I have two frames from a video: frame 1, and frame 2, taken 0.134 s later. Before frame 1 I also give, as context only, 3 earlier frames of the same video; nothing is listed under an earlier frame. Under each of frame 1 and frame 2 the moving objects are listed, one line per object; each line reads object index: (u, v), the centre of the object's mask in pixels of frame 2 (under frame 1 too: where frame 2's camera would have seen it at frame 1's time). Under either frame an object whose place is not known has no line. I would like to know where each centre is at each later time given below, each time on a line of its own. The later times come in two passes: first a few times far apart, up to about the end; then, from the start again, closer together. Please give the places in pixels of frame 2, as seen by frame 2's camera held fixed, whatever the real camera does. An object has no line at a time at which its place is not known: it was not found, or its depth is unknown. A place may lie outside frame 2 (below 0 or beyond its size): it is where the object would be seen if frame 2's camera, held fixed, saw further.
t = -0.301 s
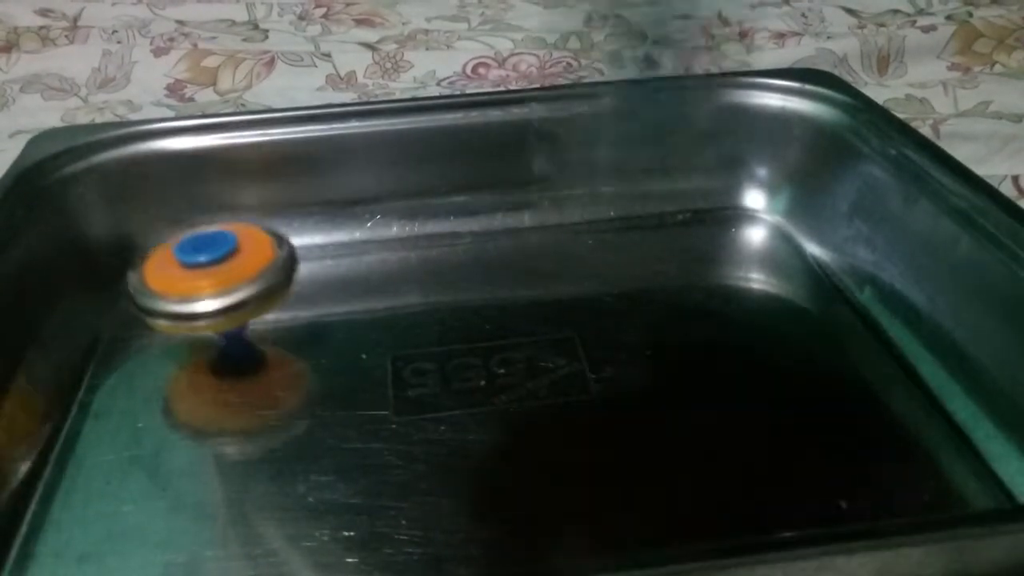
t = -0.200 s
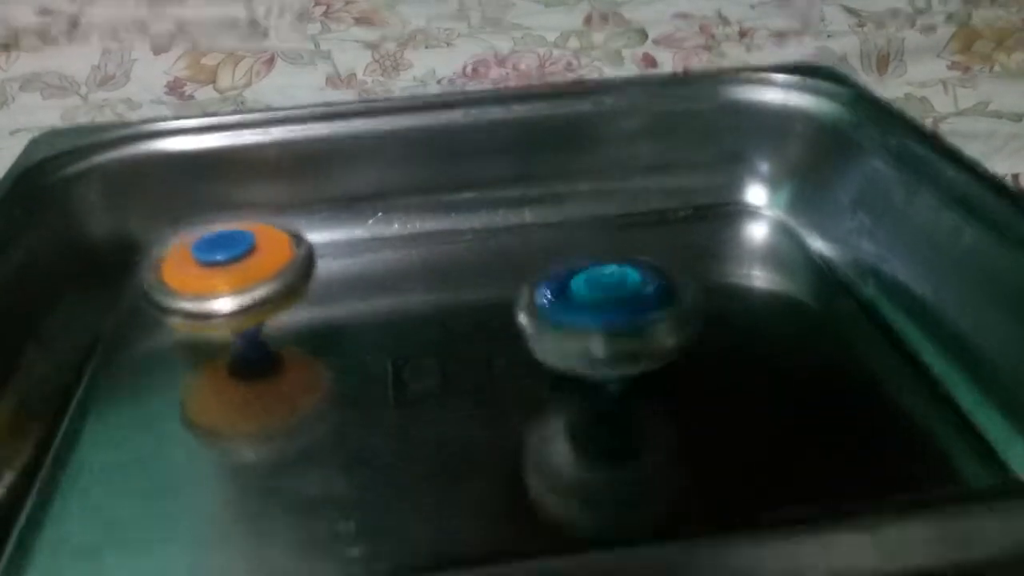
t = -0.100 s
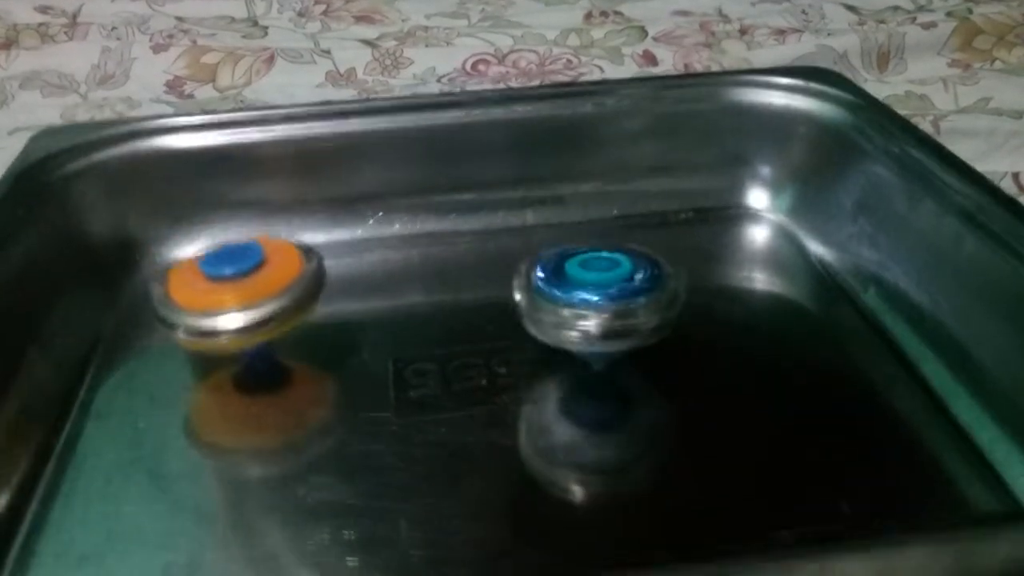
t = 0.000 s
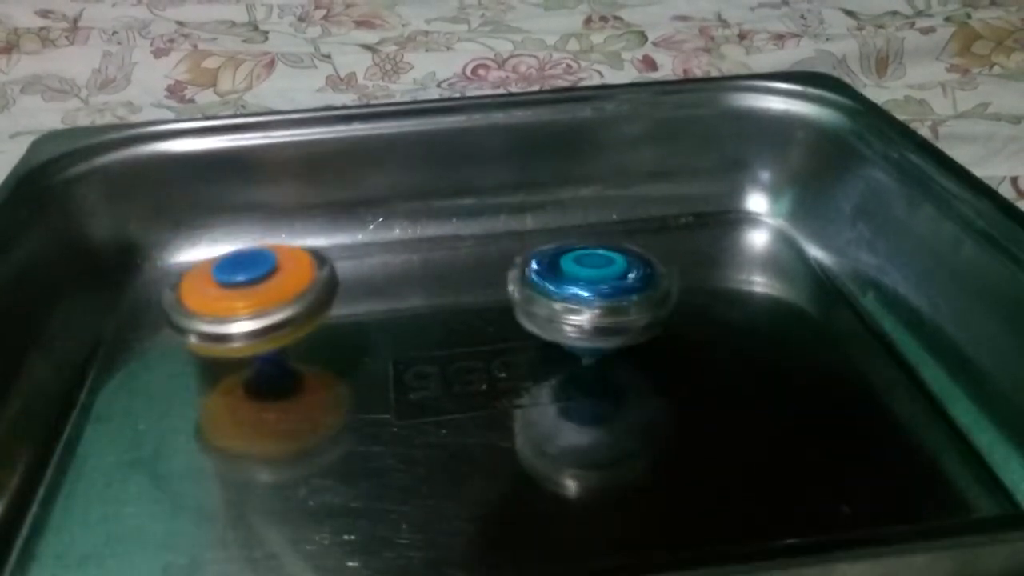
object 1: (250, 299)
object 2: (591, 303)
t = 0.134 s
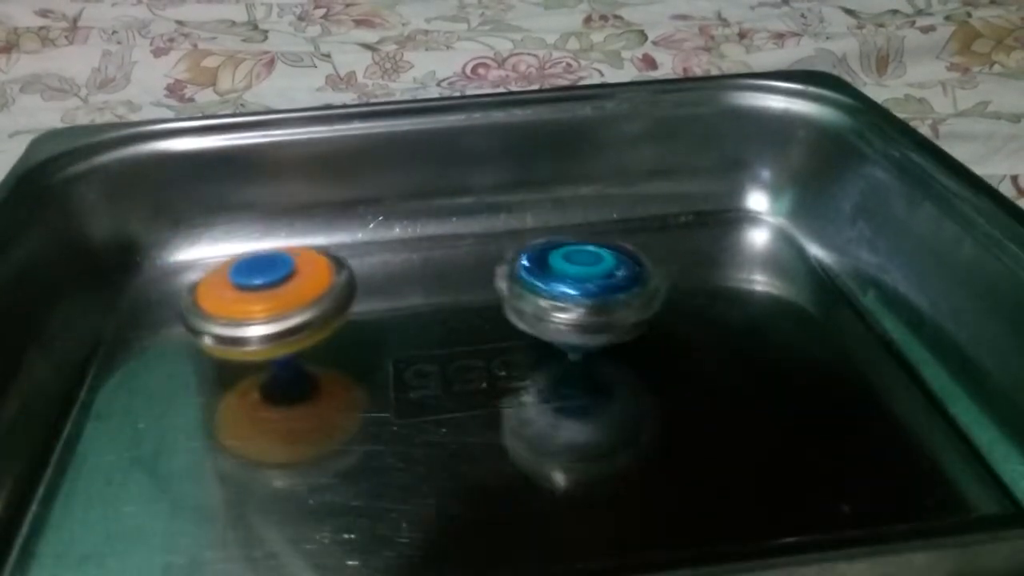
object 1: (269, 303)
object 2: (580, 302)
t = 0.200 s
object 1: (277, 305)
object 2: (569, 296)
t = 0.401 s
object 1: (303, 307)
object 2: (544, 278)
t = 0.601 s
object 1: (315, 313)
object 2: (537, 256)
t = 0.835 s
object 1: (316, 307)
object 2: (549, 233)
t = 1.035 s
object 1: (322, 293)
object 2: (573, 214)
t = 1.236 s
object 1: (329, 276)
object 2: (610, 197)
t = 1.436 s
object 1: (340, 255)
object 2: (659, 189)
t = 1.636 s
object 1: (355, 236)
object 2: (715, 188)
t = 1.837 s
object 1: (381, 216)
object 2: (775, 194)
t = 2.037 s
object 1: (419, 211)
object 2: (725, 200)
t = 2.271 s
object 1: (472, 227)
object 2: (737, 214)
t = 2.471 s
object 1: (517, 232)
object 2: (738, 222)
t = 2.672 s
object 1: (557, 236)
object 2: (732, 227)
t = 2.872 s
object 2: (705, 238)
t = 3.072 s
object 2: (520, 256)
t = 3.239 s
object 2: (469, 248)
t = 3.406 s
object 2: (437, 230)
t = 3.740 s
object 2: (412, 213)
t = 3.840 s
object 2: (414, 215)
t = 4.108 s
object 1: (146, 252)
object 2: (594, 199)
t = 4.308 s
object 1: (322, 277)
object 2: (769, 198)
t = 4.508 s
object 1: (410, 290)
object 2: (673, 200)
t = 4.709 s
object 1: (481, 304)
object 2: (680, 210)
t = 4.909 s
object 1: (536, 315)
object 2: (679, 224)
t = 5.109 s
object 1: (573, 333)
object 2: (667, 233)
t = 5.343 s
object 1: (589, 355)
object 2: (645, 237)
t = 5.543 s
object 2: (628, 234)
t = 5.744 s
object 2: (613, 225)
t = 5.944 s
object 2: (607, 214)
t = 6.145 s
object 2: (613, 200)
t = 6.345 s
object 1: (623, 419)
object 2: (638, 190)
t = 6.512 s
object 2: (674, 201)
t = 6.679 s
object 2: (707, 204)
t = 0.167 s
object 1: (272, 304)
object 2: (575, 298)
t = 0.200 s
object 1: (277, 305)
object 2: (569, 296)
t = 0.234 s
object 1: (281, 305)
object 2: (564, 293)
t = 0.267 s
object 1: (286, 305)
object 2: (559, 289)
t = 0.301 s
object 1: (290, 306)
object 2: (554, 287)
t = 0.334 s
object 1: (295, 306)
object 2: (550, 283)
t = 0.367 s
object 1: (299, 307)
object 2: (546, 280)
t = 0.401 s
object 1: (303, 307)
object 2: (544, 278)
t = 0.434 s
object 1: (307, 308)
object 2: (543, 275)
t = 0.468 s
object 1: (310, 309)
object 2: (541, 271)
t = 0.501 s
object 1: (312, 310)
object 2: (539, 267)
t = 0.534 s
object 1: (314, 312)
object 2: (538, 265)
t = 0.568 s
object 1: (314, 312)
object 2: (537, 260)
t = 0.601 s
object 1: (315, 313)
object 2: (537, 256)
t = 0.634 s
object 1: (315, 313)
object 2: (538, 253)
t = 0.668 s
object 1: (314, 313)
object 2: (539, 250)
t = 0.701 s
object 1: (314, 312)
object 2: (541, 245)
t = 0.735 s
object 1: (315, 311)
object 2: (542, 242)
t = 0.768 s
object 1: (315, 310)
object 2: (544, 239)
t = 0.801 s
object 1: (315, 309)
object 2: (546, 238)
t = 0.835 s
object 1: (316, 307)
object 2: (549, 233)
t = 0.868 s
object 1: (317, 306)
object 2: (553, 232)
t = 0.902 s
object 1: (317, 303)
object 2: (556, 230)
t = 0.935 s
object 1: (318, 301)
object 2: (560, 226)
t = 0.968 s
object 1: (319, 298)
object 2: (566, 225)
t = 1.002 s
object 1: (321, 296)
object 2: (570, 220)
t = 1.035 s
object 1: (322, 293)
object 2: (573, 214)
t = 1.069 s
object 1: (324, 290)
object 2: (578, 212)
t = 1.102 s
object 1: (325, 288)
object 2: (584, 209)
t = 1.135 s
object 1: (325, 285)
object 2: (591, 207)
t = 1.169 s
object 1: (327, 282)
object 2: (598, 203)
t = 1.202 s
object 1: (328, 279)
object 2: (604, 200)
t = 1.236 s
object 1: (329, 276)
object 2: (610, 197)
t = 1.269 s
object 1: (330, 272)
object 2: (617, 195)
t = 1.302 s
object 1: (332, 269)
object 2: (625, 193)
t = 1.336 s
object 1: (334, 265)
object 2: (634, 192)
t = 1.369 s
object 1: (335, 262)
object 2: (643, 190)
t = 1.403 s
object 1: (337, 259)
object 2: (651, 188)
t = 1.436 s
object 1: (340, 255)
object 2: (659, 189)
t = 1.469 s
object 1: (341, 252)
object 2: (669, 189)
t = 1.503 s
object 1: (344, 249)
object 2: (677, 189)
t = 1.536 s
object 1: (347, 245)
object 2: (686, 188)
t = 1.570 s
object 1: (349, 242)
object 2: (696, 189)
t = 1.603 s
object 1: (352, 239)
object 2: (706, 189)
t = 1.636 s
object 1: (355, 236)
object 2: (715, 188)
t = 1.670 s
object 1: (358, 232)
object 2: (724, 188)
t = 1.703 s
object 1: (362, 230)
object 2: (734, 188)
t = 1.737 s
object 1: (365, 226)
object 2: (743, 188)
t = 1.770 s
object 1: (369, 223)
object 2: (752, 191)
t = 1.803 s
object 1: (375, 219)
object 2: (769, 197)
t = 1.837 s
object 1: (381, 216)
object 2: (775, 194)
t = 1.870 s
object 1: (387, 212)
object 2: (780, 199)
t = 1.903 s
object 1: (393, 210)
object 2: (748, 196)
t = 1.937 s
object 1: (399, 207)
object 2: (731, 196)
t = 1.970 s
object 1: (406, 204)
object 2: (725, 197)
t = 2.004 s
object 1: (414, 203)
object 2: (724, 199)
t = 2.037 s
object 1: (419, 211)
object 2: (725, 200)
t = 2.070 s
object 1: (425, 216)
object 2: (726, 202)
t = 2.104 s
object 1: (431, 220)
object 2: (728, 205)
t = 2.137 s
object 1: (438, 222)
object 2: (731, 206)
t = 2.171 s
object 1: (445, 224)
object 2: (733, 209)
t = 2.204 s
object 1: (454, 225)
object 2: (734, 211)
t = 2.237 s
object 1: (462, 226)
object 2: (736, 213)
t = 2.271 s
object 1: (472, 227)
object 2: (737, 214)
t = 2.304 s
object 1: (480, 228)
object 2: (738, 216)
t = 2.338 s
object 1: (488, 229)
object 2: (738, 217)
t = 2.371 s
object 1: (495, 230)
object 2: (738, 219)
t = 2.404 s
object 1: (503, 230)
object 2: (739, 220)
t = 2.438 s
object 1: (510, 231)
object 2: (739, 221)
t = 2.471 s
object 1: (517, 232)
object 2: (738, 222)
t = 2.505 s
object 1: (524, 233)
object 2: (737, 222)
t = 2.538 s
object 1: (531, 233)
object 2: (736, 224)
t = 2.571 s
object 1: (538, 234)
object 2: (736, 225)
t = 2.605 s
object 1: (544, 235)
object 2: (734, 225)
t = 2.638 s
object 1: (551, 235)
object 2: (733, 226)
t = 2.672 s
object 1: (557, 236)
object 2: (732, 227)
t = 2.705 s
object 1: (563, 236)
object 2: (731, 227)
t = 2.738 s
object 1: (568, 236)
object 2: (728, 227)
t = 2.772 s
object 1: (571, 236)
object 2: (727, 227)
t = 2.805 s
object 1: (519, 236)
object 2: (787, 239)
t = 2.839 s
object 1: (454, 235)
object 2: (756, 235)
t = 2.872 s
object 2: (705, 238)
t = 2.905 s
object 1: (364, 237)
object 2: (667, 244)
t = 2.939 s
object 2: (628, 251)
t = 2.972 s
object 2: (593, 255)
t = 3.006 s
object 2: (562, 258)
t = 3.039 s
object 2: (538, 258)
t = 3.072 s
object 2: (520, 256)
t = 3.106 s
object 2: (504, 254)
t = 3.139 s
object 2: (494, 253)
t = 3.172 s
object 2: (484, 246)
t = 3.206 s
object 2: (475, 250)
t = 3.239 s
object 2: (469, 248)
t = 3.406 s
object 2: (437, 230)
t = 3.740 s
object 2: (412, 213)
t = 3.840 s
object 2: (414, 215)
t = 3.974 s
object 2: (421, 209)
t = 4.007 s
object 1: (261, 230)
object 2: (434, 210)
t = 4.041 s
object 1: (196, 242)
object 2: (493, 206)
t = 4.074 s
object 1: (152, 250)
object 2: (544, 200)
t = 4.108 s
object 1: (146, 252)
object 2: (594, 199)
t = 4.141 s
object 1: (190, 256)
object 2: (638, 200)
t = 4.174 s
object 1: (227, 263)
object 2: (674, 201)
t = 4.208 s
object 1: (262, 267)
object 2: (703, 199)
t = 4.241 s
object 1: (286, 271)
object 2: (726, 194)
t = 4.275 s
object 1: (305, 275)
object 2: (746, 194)
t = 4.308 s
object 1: (322, 277)
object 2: (769, 198)
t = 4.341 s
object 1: (339, 279)
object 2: (773, 198)
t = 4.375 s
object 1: (355, 281)
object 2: (747, 199)
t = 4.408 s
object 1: (369, 284)
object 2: (714, 203)
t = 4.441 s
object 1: (383, 286)
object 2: (694, 204)
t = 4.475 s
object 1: (396, 288)
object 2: (680, 202)
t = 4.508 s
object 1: (410, 290)
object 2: (673, 200)
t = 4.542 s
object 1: (423, 292)
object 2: (670, 201)
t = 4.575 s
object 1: (436, 293)
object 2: (670, 201)
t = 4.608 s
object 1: (447, 296)
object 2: (673, 203)
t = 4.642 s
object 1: (458, 299)
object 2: (675, 205)
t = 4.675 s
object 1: (469, 302)
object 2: (678, 208)
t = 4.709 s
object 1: (481, 304)
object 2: (680, 210)
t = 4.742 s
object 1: (492, 305)
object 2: (681, 213)
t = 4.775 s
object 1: (503, 308)
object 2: (681, 215)
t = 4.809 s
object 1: (511, 309)
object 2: (681, 218)
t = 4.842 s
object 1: (519, 309)
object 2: (681, 219)
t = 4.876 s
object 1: (527, 312)
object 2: (680, 222)
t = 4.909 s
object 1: (536, 315)
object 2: (679, 224)
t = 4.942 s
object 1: (547, 316)
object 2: (678, 226)
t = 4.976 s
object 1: (554, 318)
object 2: (677, 227)
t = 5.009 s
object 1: (558, 321)
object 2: (674, 229)
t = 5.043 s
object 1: (564, 325)
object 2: (672, 231)
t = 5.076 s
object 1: (569, 329)
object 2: (670, 232)
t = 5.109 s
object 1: (573, 333)
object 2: (667, 233)
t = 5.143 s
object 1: (577, 335)
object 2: (663, 234)
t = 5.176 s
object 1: (581, 337)
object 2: (660, 236)
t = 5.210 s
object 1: (586, 339)
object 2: (657, 236)
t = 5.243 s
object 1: (589, 342)
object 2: (654, 237)
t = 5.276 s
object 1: (589, 346)
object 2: (651, 237)
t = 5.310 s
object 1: (589, 350)
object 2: (648, 237)
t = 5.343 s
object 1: (589, 355)
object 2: (645, 237)
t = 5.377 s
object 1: (588, 359)
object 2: (642, 237)
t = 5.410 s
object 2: (640, 236)
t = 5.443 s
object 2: (636, 236)
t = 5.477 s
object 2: (634, 235)
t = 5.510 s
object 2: (631, 235)
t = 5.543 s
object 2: (628, 234)
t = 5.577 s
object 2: (625, 232)
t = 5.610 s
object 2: (623, 231)
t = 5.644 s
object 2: (620, 230)
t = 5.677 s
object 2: (617, 228)
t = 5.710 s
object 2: (614, 227)
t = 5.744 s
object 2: (613, 225)
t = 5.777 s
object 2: (611, 223)
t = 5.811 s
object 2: (609, 221)
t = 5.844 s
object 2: (608, 219)
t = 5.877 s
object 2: (607, 217)
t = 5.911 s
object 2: (607, 215)
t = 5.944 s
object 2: (607, 214)
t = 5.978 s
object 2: (606, 212)
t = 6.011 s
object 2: (606, 210)
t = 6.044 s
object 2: (607, 208)
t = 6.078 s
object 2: (609, 205)
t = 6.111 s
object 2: (611, 202)
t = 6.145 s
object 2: (613, 200)
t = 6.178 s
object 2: (616, 199)
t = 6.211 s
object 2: (620, 196)
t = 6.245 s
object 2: (624, 195)
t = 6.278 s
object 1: (619, 421)
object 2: (629, 193)
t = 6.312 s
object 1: (621, 420)
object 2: (634, 191)
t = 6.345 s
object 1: (623, 419)
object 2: (638, 190)
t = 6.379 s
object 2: (645, 189)
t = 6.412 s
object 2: (652, 191)
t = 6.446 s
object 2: (661, 197)
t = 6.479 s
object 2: (669, 200)
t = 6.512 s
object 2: (674, 201)
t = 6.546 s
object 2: (681, 202)
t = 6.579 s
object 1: (648, 405)
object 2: (688, 203)
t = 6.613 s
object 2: (695, 203)
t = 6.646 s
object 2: (701, 204)
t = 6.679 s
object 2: (707, 204)
